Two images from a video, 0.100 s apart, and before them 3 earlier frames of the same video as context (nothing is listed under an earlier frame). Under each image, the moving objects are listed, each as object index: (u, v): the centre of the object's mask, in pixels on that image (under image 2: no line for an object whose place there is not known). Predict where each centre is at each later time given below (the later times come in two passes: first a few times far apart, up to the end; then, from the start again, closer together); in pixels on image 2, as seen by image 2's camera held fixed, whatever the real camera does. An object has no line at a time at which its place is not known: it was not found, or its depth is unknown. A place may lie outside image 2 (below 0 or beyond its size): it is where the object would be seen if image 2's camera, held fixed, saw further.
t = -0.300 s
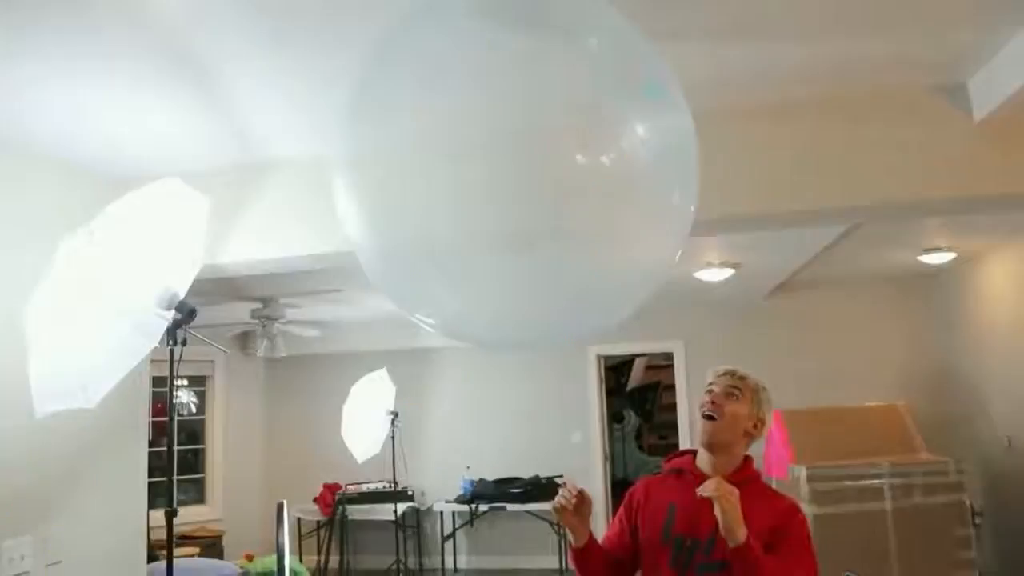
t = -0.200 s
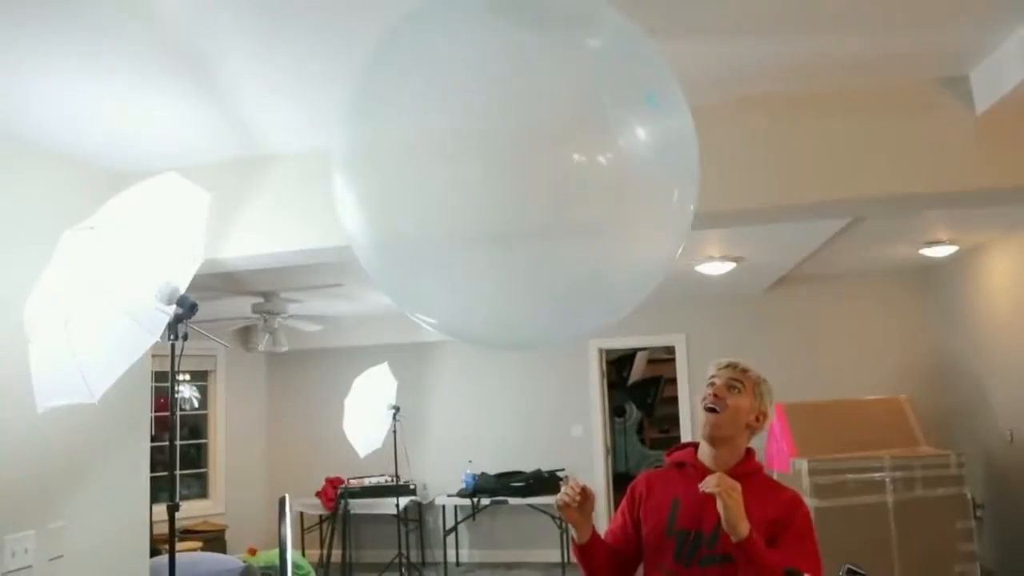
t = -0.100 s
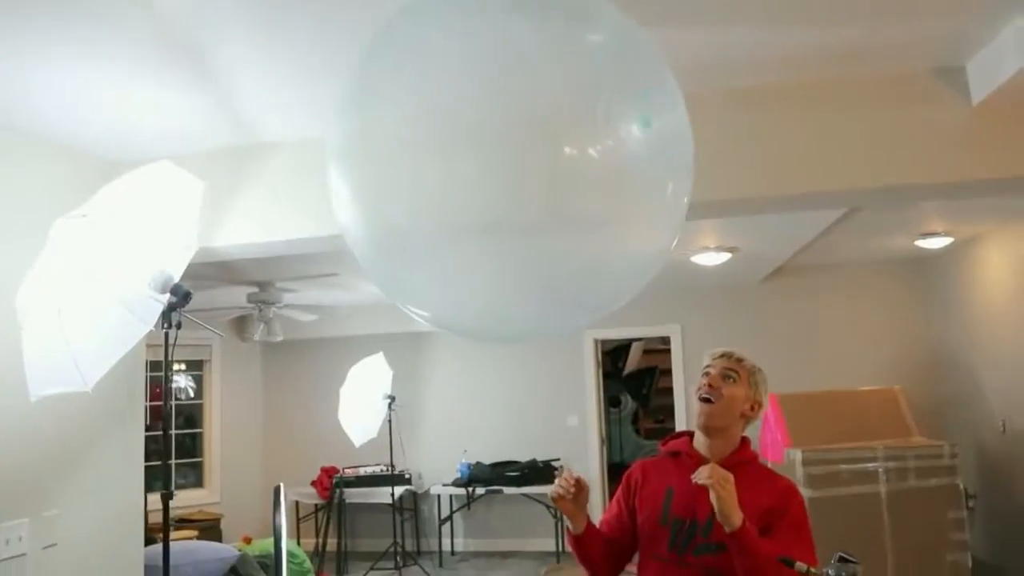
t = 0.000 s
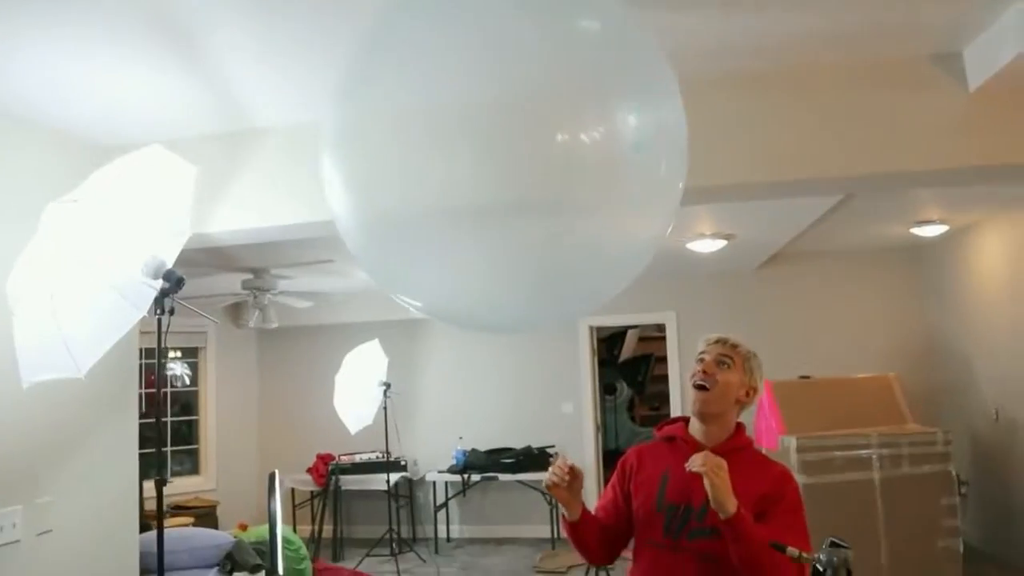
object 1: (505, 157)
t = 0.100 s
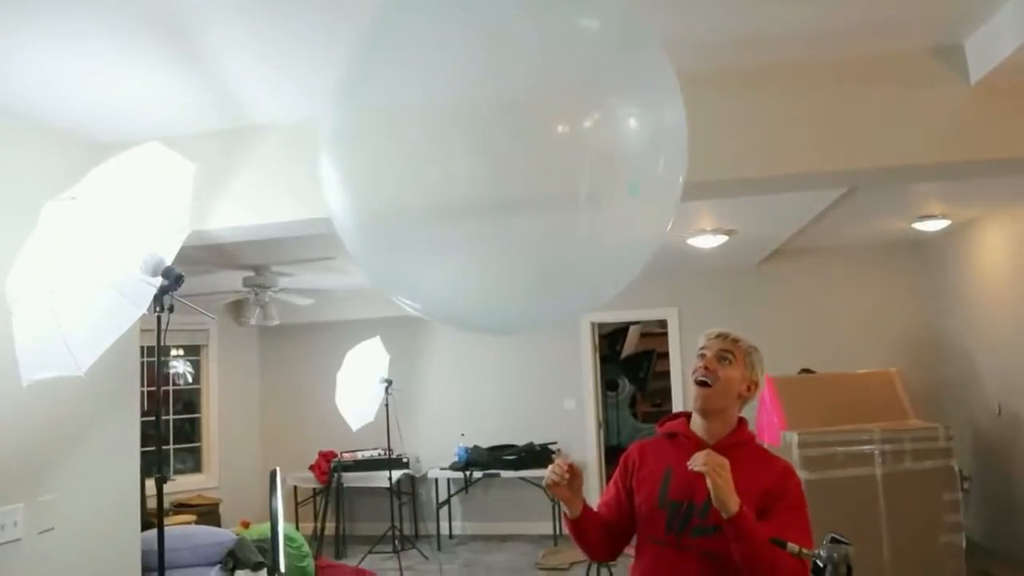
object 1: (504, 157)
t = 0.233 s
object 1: (506, 162)
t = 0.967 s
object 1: (511, 232)
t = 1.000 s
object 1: (511, 236)
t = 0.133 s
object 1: (505, 158)
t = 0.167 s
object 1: (505, 159)
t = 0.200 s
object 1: (505, 160)
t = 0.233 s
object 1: (506, 162)
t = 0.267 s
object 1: (507, 162)
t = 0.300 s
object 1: (508, 160)
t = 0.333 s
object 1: (507, 160)
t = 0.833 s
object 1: (512, 216)
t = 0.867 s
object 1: (511, 221)
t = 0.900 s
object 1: (511, 225)
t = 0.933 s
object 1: (511, 229)
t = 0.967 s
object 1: (511, 232)
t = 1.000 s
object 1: (511, 236)
